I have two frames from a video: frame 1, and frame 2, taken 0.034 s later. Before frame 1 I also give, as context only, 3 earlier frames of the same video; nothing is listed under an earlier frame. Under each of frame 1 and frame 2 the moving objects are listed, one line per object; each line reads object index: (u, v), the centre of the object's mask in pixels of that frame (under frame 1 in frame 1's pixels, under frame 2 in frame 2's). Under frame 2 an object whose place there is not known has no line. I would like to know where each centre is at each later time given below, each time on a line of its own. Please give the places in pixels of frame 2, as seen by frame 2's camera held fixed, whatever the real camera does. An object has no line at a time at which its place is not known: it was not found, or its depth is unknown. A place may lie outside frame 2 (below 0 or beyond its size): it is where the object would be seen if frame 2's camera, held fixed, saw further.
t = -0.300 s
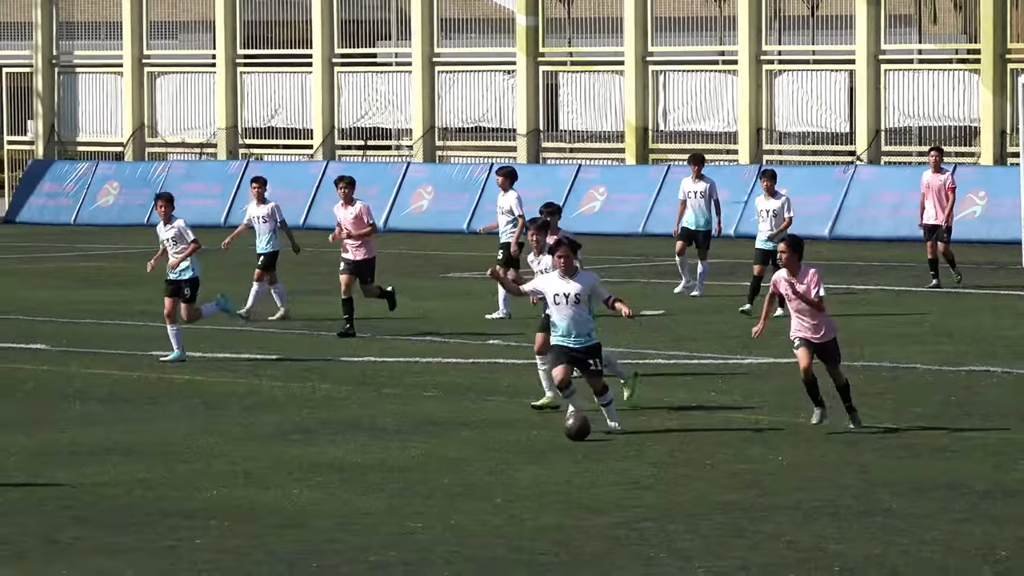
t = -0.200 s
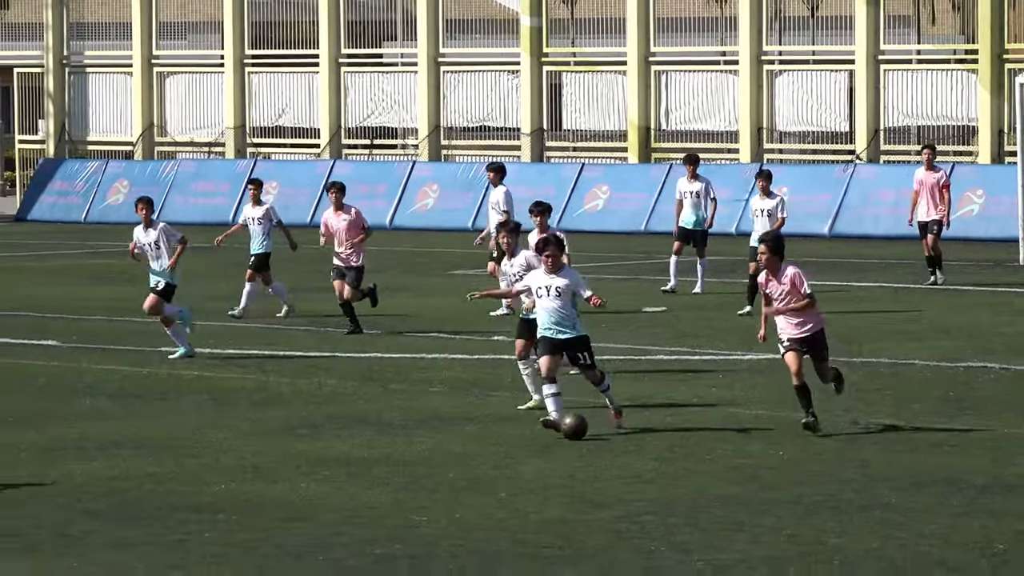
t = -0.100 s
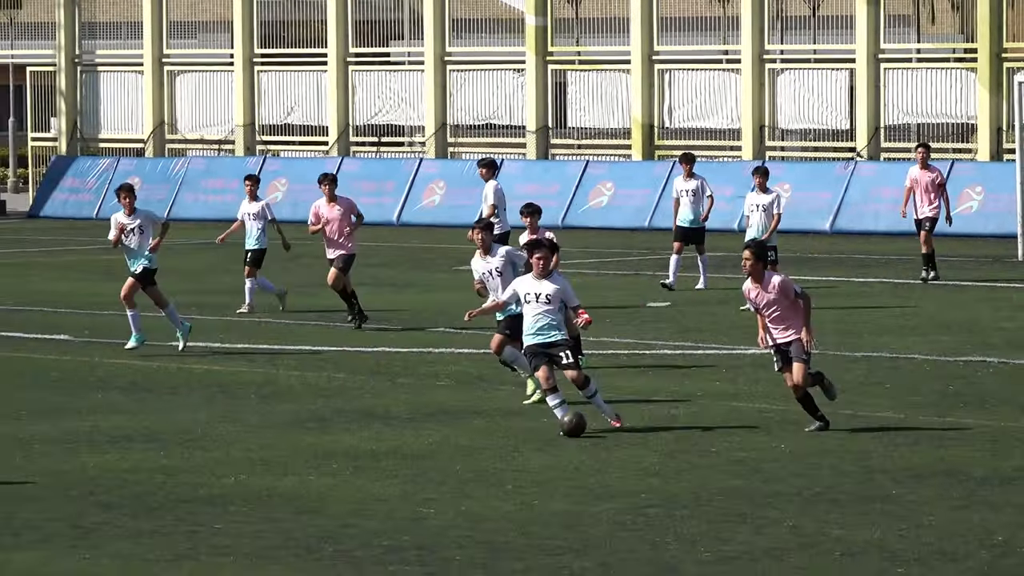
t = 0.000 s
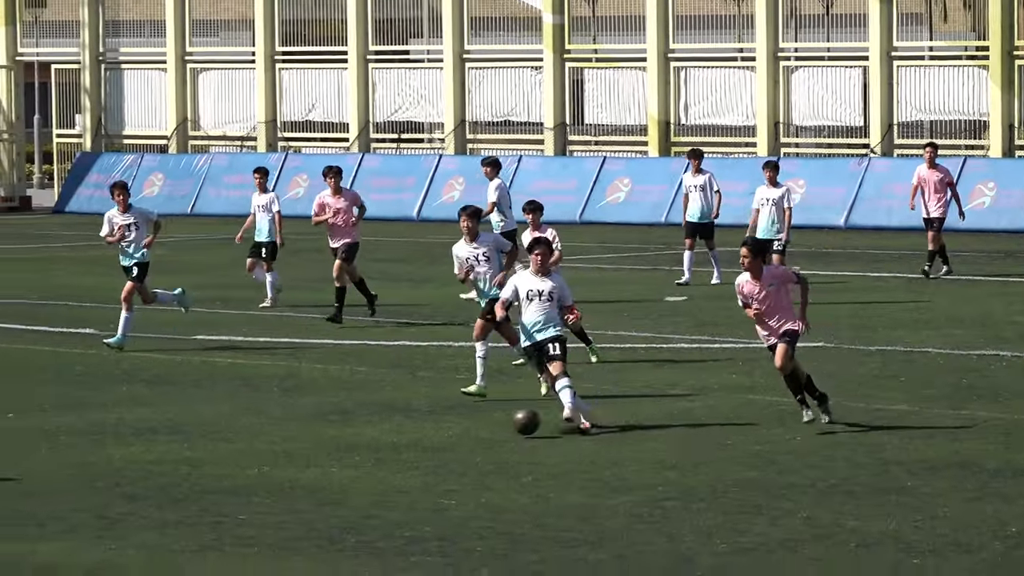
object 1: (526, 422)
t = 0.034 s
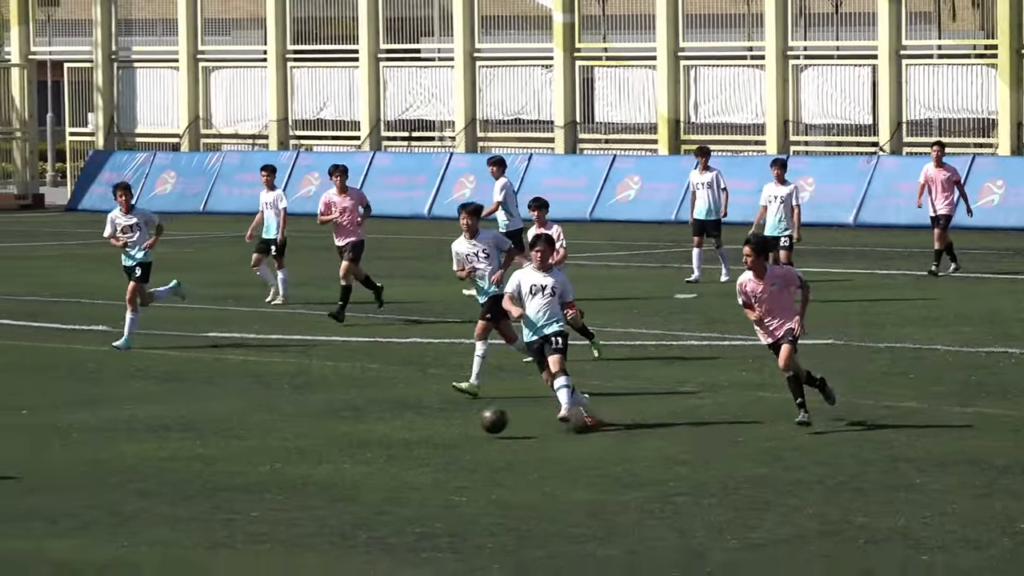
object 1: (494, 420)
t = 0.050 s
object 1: (472, 422)
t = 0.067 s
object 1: (450, 424)
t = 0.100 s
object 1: (405, 429)
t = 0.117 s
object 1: (383, 432)
